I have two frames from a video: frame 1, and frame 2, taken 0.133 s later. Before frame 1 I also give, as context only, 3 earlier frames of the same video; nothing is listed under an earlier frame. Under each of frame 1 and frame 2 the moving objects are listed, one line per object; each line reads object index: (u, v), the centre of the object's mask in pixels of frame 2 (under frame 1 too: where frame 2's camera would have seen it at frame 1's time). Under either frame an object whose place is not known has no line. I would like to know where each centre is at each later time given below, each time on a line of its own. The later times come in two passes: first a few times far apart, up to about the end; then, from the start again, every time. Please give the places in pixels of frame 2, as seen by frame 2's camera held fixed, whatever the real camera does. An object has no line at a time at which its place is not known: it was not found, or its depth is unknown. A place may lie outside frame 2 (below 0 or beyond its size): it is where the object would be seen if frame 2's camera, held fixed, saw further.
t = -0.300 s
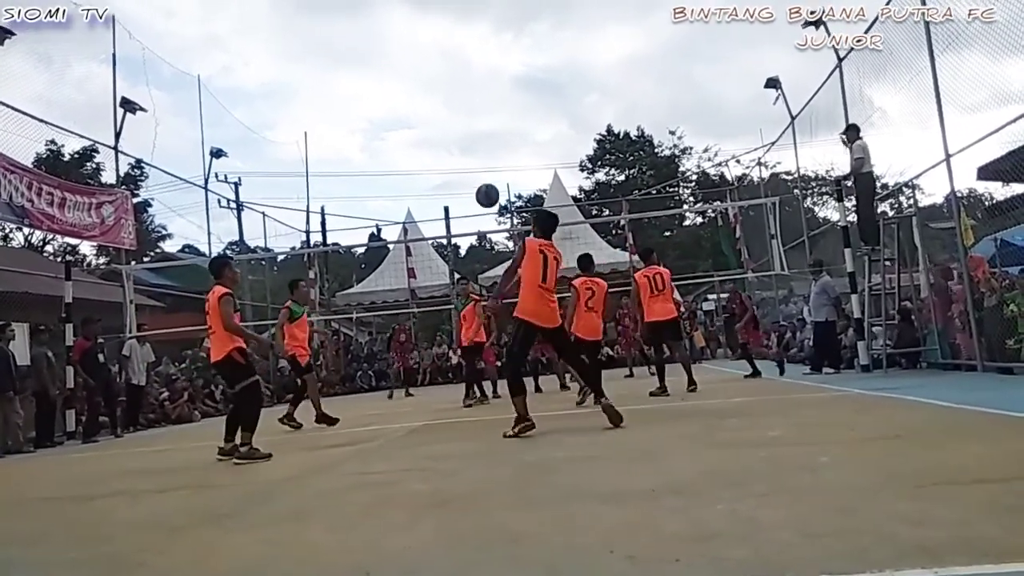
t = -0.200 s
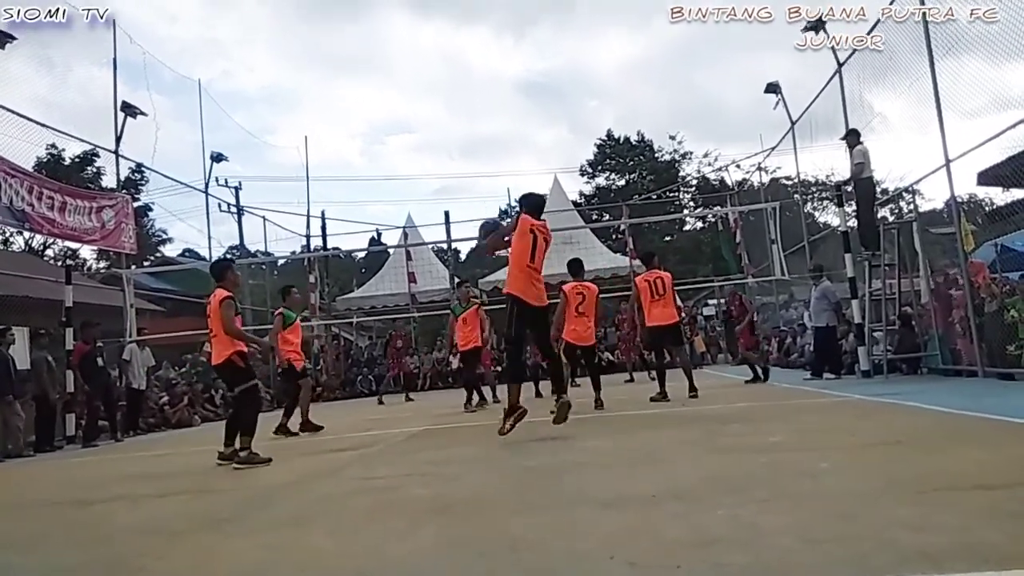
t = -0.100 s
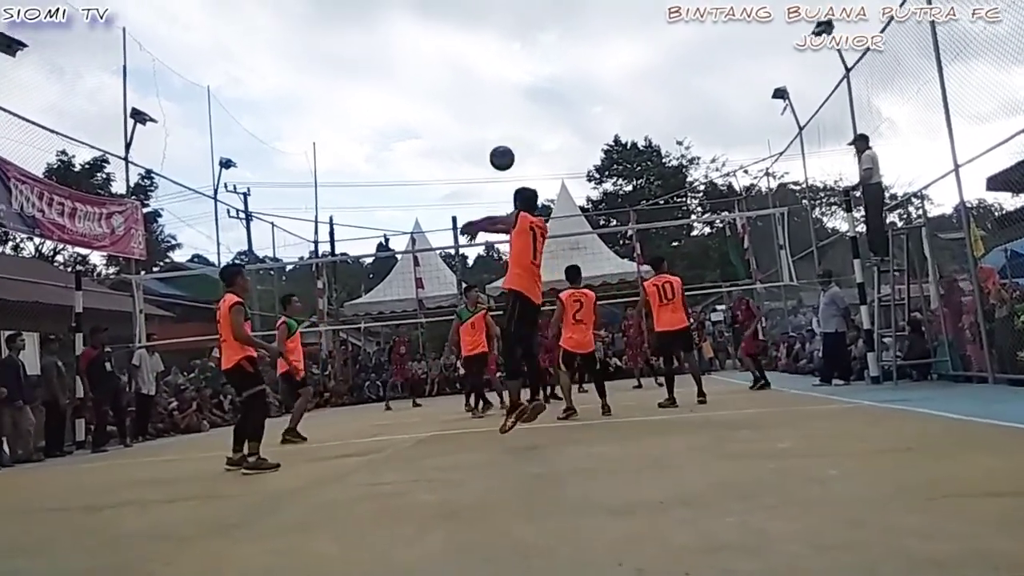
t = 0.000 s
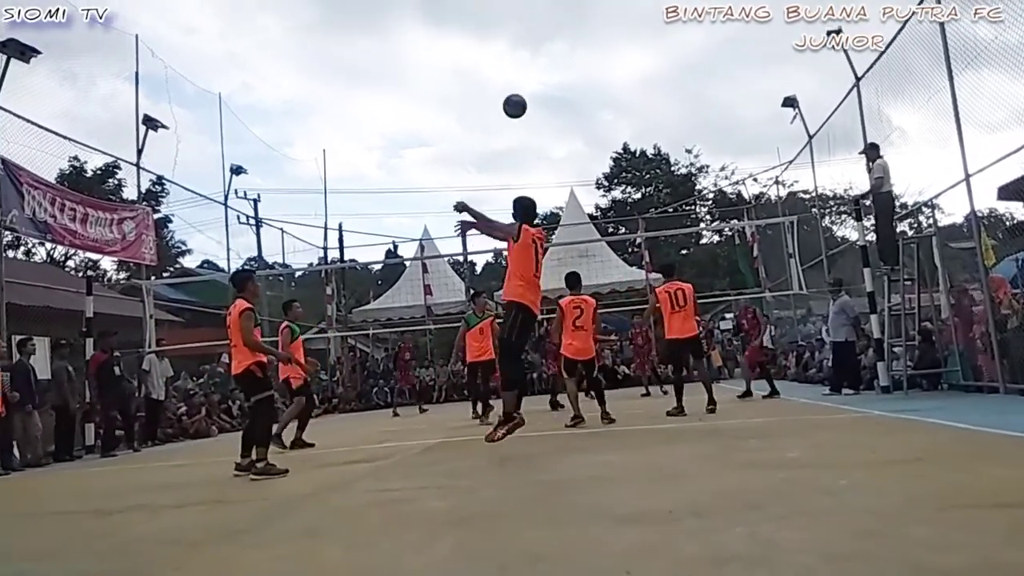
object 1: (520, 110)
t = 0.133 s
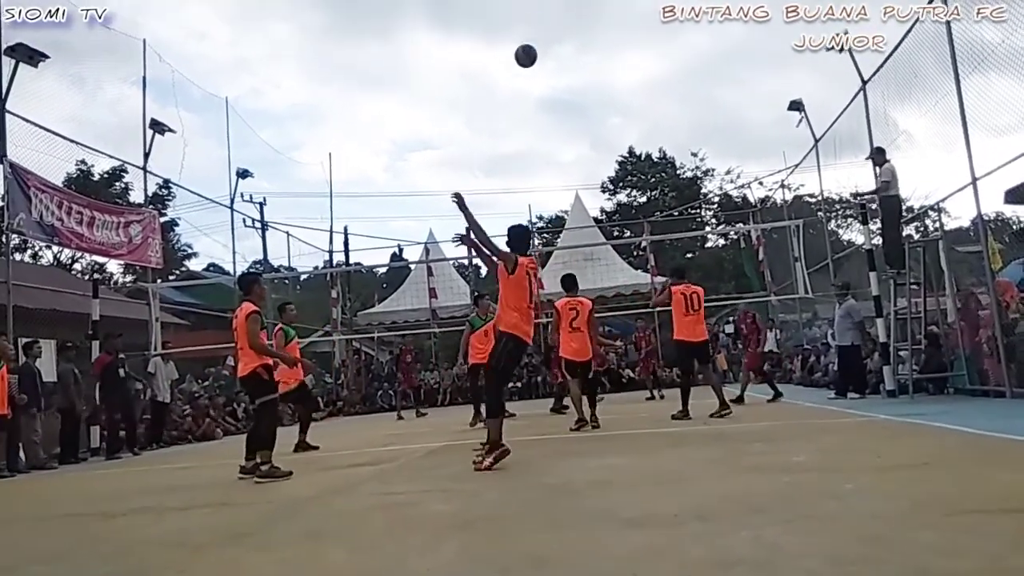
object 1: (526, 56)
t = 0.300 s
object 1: (533, 20)
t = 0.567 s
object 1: (547, 22)
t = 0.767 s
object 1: (559, 62)
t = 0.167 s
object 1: (527, 46)
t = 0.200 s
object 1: (528, 38)
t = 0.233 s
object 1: (530, 31)
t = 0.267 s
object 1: (531, 25)
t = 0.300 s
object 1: (533, 20)
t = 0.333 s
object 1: (534, 16)
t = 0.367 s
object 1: (535, 14)
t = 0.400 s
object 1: (538, 13)
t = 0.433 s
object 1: (539, 13)
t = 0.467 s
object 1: (540, 14)
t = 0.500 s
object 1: (543, 16)
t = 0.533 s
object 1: (545, 18)
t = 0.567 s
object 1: (547, 22)
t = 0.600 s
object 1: (548, 27)
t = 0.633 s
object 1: (550, 32)
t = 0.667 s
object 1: (552, 39)
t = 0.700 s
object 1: (554, 46)
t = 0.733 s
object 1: (556, 54)
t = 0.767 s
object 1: (559, 62)
